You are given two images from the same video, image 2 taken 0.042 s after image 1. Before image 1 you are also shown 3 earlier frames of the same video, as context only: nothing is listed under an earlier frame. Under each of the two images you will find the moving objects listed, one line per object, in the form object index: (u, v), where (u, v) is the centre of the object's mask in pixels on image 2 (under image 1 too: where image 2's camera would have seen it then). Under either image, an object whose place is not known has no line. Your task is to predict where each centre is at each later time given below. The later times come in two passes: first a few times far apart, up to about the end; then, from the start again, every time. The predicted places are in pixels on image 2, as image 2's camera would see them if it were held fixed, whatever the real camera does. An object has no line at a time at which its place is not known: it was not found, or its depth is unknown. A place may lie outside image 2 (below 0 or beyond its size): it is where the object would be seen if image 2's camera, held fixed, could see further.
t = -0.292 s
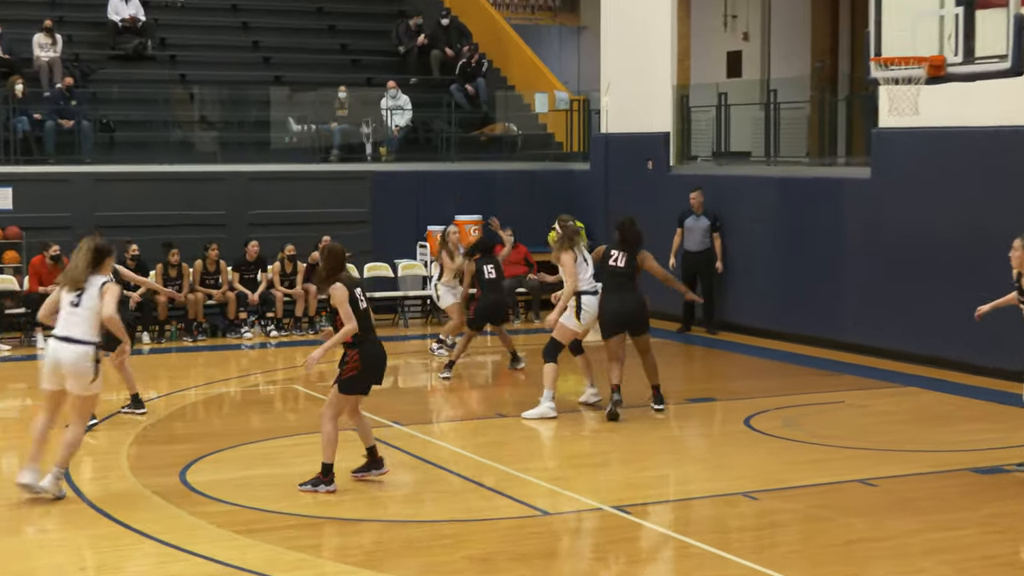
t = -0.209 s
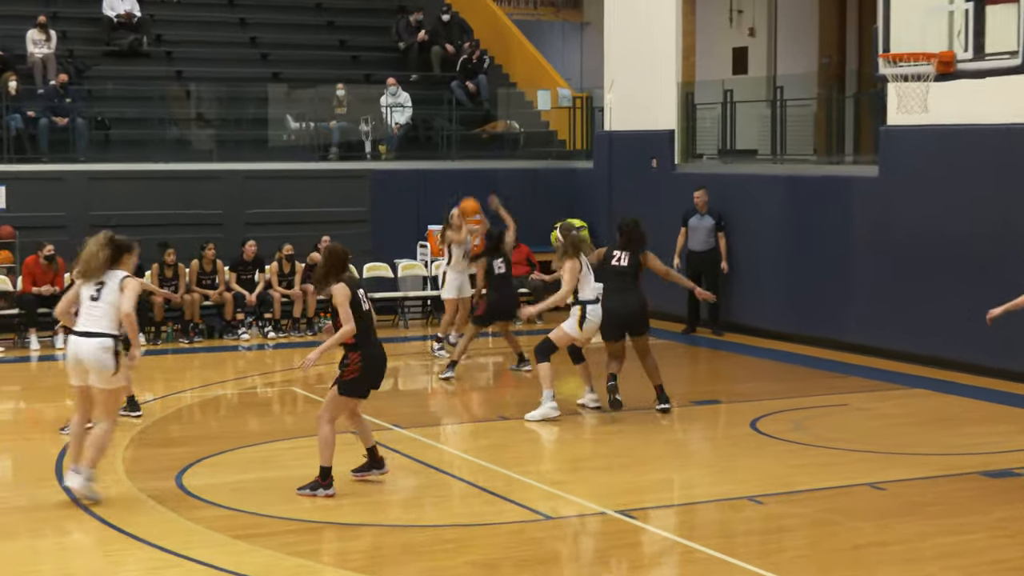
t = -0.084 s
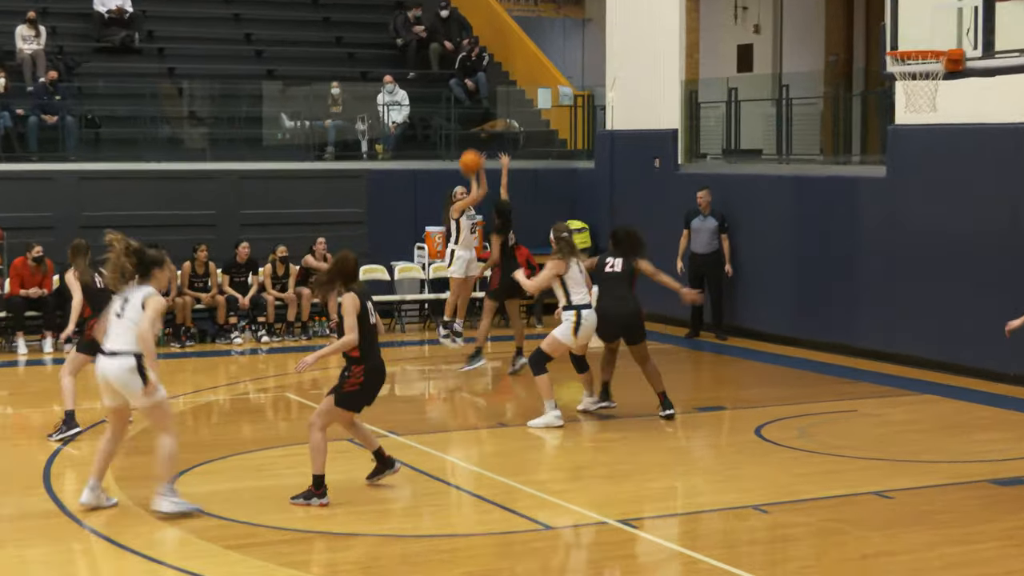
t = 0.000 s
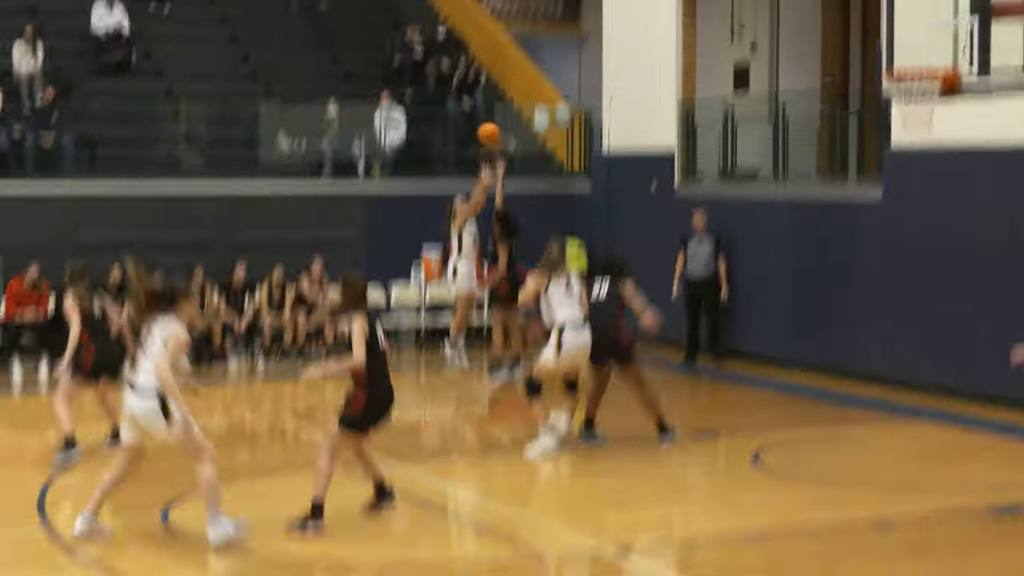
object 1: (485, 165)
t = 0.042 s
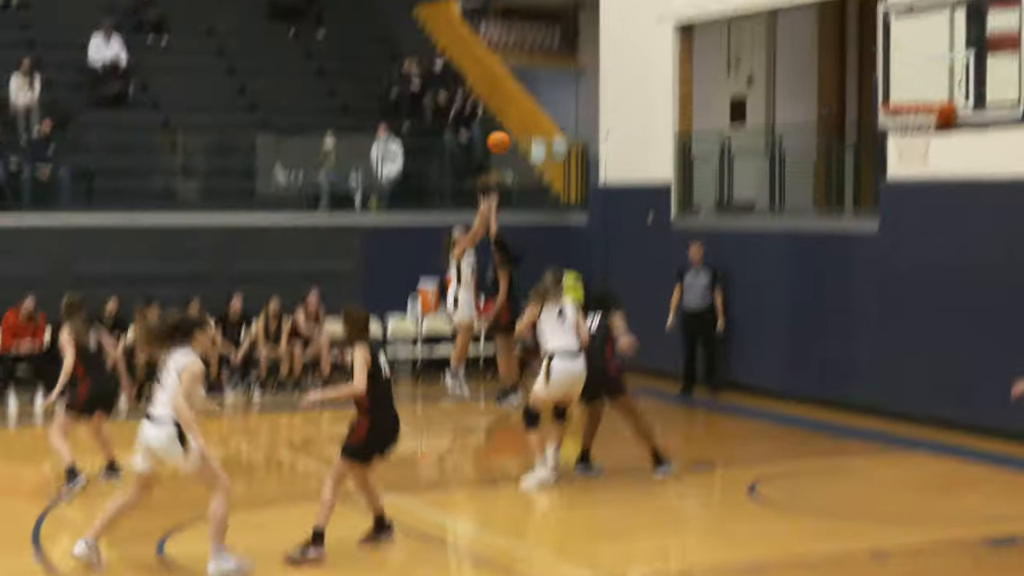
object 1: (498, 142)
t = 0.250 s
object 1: (567, 47)
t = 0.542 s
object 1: (670, -27)
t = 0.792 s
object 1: (771, -24)
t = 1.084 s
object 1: (900, 87)
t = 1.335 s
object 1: (896, 234)
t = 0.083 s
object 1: (511, 120)
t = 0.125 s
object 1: (527, 99)
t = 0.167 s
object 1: (539, 80)
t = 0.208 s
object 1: (553, 63)
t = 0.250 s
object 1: (567, 47)
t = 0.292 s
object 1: (581, 32)
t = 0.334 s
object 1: (595, 18)
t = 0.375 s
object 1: (609, 6)
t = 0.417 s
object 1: (625, -5)
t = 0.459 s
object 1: (640, -14)
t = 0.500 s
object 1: (655, -21)
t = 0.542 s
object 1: (670, -27)
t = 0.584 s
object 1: (686, -31)
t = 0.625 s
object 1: (702, -32)
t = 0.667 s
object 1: (719, -33)
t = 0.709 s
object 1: (736, -32)
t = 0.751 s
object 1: (754, -29)
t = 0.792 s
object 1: (771, -24)
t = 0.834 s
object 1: (789, -15)
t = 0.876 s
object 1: (806, -2)
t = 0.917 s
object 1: (825, 13)
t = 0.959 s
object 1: (841, 29)
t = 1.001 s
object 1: (861, 44)
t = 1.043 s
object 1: (879, 65)
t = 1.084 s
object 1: (900, 87)
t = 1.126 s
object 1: (922, 107)
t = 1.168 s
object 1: (925, 139)
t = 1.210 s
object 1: (918, 162)
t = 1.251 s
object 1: (910, 185)
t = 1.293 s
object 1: (903, 208)
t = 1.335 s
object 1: (896, 234)
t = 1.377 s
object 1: (889, 259)
